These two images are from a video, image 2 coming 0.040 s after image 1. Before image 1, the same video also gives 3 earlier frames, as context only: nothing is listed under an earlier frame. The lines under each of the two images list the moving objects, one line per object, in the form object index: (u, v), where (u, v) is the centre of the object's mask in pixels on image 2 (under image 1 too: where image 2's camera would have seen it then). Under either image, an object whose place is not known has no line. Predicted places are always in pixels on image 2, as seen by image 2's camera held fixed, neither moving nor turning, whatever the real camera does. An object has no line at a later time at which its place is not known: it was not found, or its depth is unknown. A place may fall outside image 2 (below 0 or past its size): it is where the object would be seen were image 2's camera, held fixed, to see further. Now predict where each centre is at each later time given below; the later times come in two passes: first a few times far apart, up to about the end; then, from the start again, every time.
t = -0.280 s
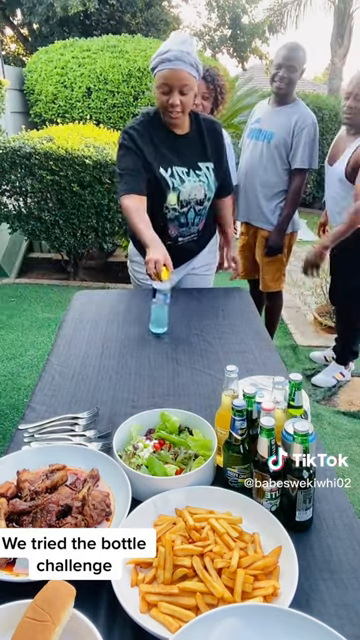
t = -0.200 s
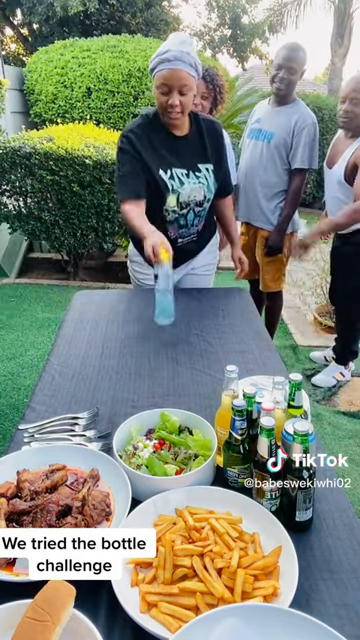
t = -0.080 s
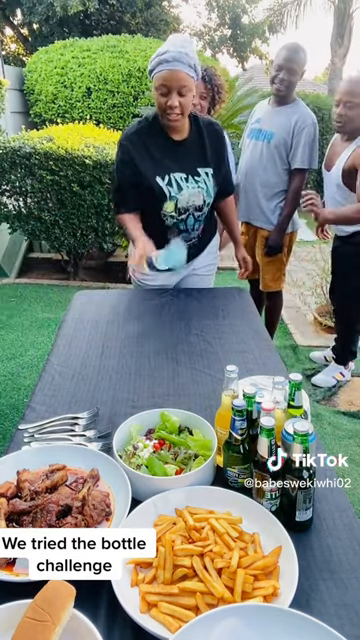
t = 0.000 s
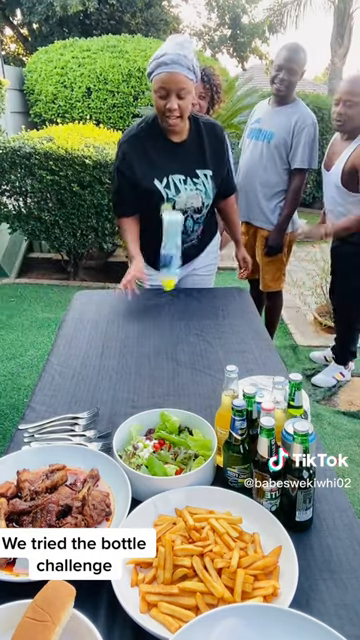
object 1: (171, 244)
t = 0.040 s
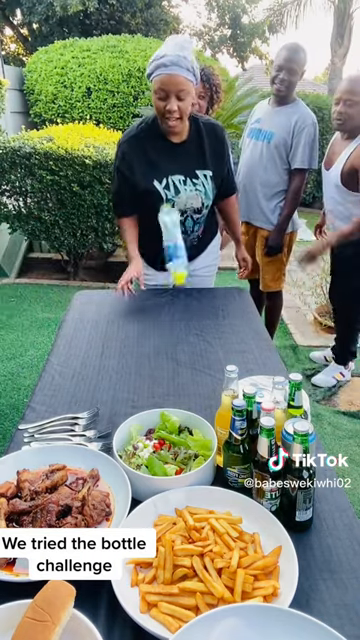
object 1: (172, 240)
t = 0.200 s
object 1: (174, 288)
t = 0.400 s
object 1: (185, 343)
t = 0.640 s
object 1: (185, 343)
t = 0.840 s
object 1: (185, 343)
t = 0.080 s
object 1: (173, 243)
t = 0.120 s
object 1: (173, 250)
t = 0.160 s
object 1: (173, 265)
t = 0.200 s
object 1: (174, 288)
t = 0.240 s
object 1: (174, 310)
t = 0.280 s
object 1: (178, 331)
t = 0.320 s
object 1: (182, 339)
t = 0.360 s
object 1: (184, 342)
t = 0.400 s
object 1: (185, 343)
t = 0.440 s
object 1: (186, 343)
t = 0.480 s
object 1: (186, 343)
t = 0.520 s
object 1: (185, 343)
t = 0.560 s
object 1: (185, 343)
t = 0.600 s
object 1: (185, 343)
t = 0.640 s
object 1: (185, 343)
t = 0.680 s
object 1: (185, 343)
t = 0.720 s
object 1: (185, 343)
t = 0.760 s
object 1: (185, 343)
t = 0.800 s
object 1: (185, 343)
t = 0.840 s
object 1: (185, 343)
